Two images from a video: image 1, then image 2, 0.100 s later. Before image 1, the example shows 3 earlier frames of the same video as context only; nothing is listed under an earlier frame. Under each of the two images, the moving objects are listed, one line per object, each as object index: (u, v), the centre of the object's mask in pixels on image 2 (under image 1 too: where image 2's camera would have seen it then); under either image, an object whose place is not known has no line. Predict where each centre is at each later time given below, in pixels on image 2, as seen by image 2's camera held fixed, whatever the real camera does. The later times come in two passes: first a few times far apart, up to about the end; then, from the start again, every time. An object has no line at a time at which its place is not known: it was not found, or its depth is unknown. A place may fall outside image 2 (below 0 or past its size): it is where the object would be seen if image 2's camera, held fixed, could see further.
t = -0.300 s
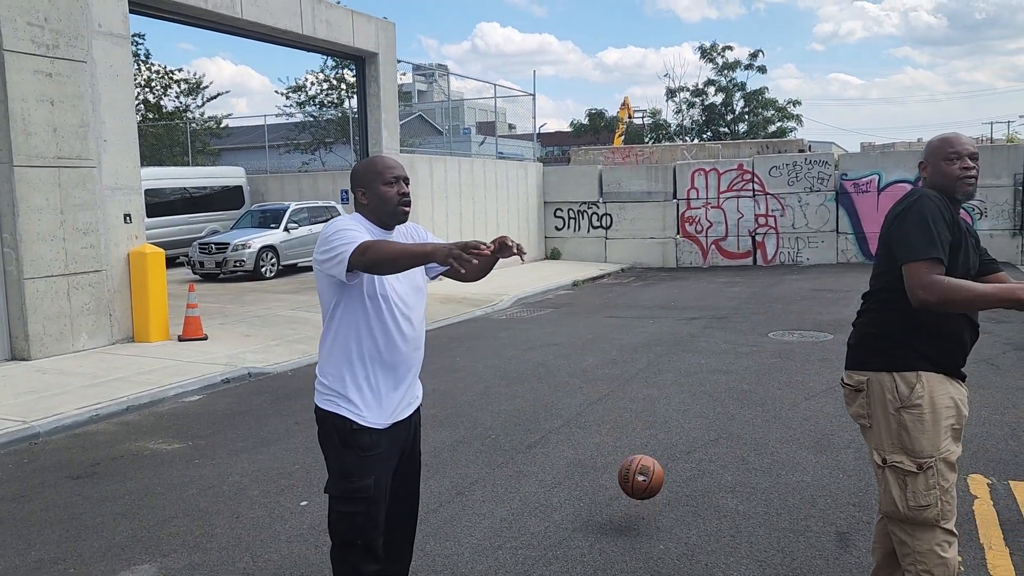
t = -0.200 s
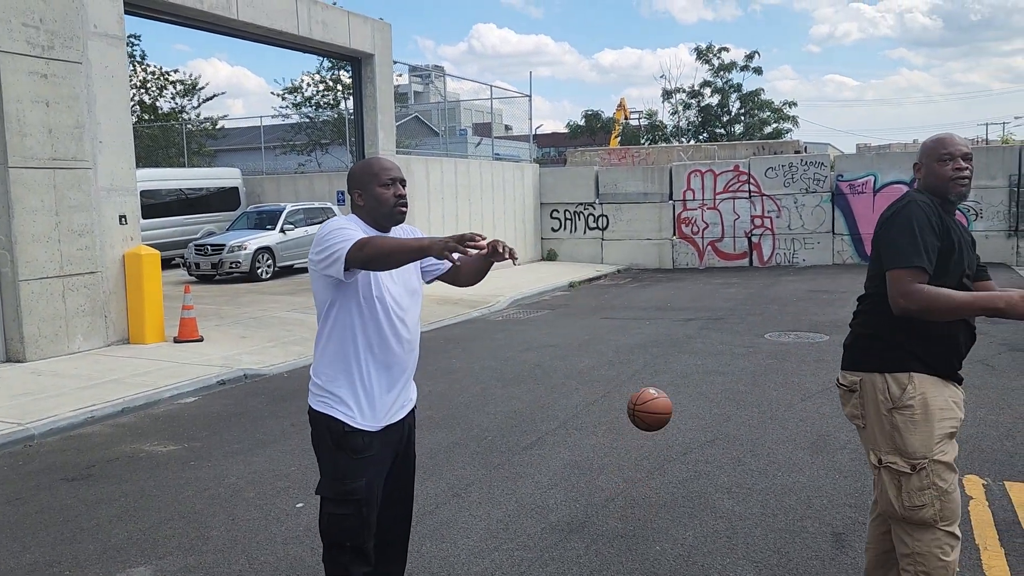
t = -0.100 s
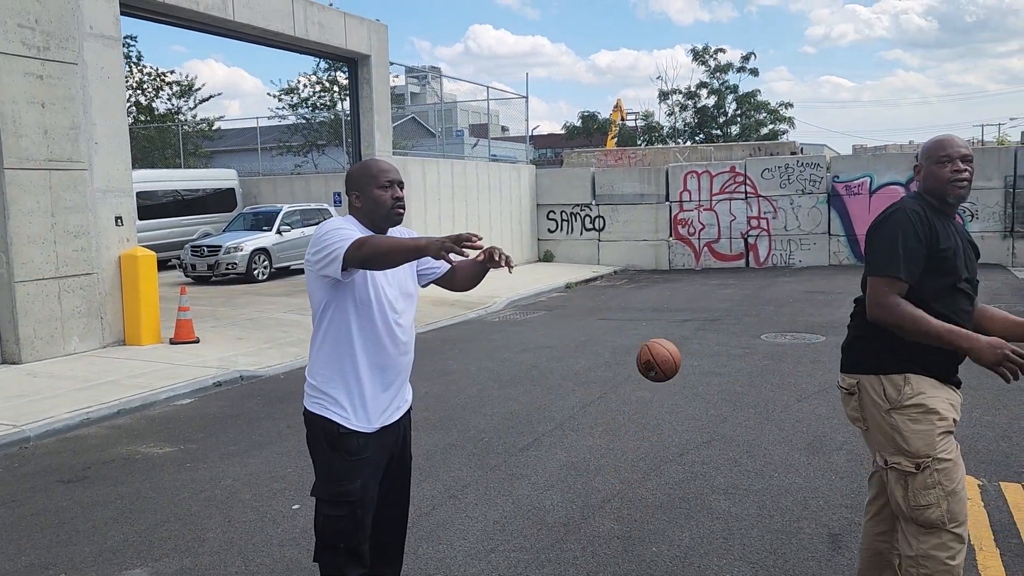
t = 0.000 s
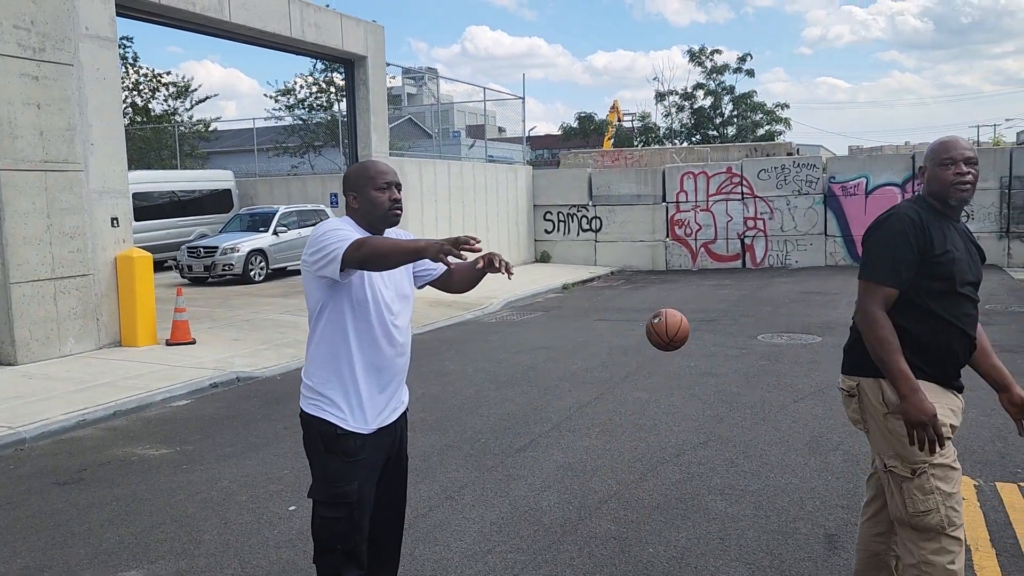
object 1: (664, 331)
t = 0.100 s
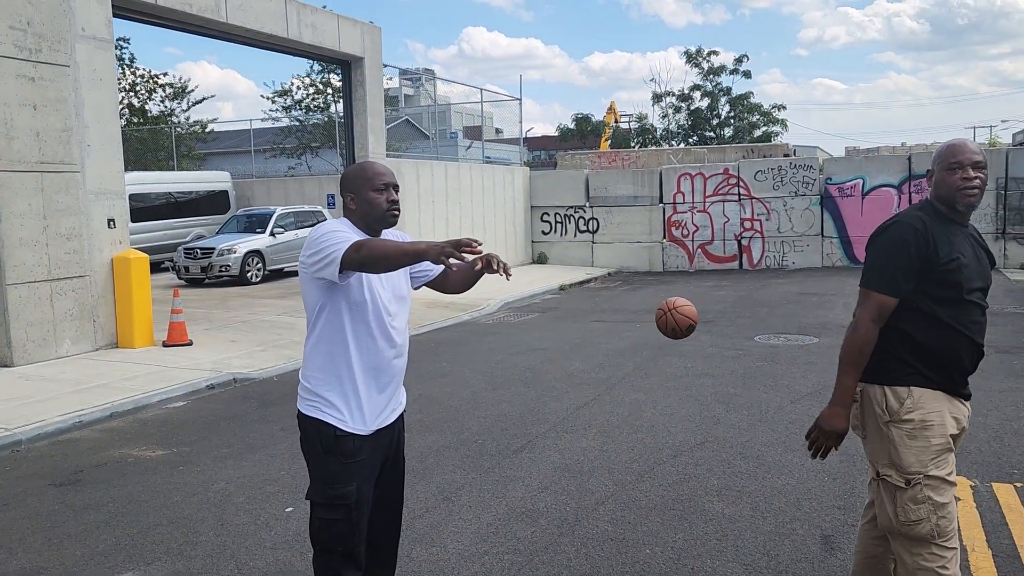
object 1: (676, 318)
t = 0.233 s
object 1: (692, 328)
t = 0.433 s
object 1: (716, 397)
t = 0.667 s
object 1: (737, 395)
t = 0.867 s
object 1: (753, 344)
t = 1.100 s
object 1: (770, 360)
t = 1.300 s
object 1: (783, 415)
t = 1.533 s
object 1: (795, 350)
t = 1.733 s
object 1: (804, 353)
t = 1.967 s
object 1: (814, 382)
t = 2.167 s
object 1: (820, 346)
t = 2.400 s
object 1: (827, 363)
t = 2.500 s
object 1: (830, 372)
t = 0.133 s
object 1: (680, 318)
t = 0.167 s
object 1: (685, 319)
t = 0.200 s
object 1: (688, 323)
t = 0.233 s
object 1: (692, 328)
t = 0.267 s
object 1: (696, 335)
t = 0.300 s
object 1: (700, 344)
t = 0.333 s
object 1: (704, 355)
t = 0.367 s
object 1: (708, 367)
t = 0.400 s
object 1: (712, 381)
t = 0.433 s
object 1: (716, 397)
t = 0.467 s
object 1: (719, 414)
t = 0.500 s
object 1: (722, 433)
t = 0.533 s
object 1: (726, 454)
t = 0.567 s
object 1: (729, 445)
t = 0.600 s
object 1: (732, 426)
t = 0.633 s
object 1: (734, 410)
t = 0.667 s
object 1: (737, 395)
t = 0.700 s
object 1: (740, 382)
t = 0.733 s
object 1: (742, 371)
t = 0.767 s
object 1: (745, 361)
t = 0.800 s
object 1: (747, 354)
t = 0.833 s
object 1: (750, 348)
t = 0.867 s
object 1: (753, 344)
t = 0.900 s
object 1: (755, 341)
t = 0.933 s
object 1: (758, 340)
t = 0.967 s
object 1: (760, 341)
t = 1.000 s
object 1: (763, 343)
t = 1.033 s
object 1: (765, 347)
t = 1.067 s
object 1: (767, 353)
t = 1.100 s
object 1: (770, 360)
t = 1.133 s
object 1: (772, 368)
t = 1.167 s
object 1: (774, 378)
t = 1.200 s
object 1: (776, 390)
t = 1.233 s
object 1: (779, 403)
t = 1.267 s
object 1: (781, 417)
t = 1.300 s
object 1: (783, 415)
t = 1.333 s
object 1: (785, 401)
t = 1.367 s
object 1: (787, 389)
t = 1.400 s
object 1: (788, 378)
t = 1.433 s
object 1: (790, 369)
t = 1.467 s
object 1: (792, 361)
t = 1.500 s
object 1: (793, 355)
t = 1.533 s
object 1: (795, 350)
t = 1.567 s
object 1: (797, 347)
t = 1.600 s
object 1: (798, 345)
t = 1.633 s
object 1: (800, 345)
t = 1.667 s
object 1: (801, 346)
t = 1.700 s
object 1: (803, 348)
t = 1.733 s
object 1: (804, 353)
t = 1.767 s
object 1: (806, 358)
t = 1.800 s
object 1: (807, 364)
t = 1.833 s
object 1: (809, 372)
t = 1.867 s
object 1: (810, 381)
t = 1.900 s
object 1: (812, 392)
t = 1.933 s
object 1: (813, 393)
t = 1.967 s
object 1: (814, 382)
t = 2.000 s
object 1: (815, 373)
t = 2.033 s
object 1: (816, 365)
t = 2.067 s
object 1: (817, 358)
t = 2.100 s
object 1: (818, 353)
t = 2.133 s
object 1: (819, 348)
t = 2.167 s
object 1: (820, 346)
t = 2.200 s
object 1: (821, 345)
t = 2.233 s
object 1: (822, 344)
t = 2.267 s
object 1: (823, 346)
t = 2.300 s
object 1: (825, 348)
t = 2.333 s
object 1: (826, 352)
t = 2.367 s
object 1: (826, 357)
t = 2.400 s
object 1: (827, 363)
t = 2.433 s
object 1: (828, 371)
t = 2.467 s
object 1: (829, 379)
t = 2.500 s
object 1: (830, 372)
